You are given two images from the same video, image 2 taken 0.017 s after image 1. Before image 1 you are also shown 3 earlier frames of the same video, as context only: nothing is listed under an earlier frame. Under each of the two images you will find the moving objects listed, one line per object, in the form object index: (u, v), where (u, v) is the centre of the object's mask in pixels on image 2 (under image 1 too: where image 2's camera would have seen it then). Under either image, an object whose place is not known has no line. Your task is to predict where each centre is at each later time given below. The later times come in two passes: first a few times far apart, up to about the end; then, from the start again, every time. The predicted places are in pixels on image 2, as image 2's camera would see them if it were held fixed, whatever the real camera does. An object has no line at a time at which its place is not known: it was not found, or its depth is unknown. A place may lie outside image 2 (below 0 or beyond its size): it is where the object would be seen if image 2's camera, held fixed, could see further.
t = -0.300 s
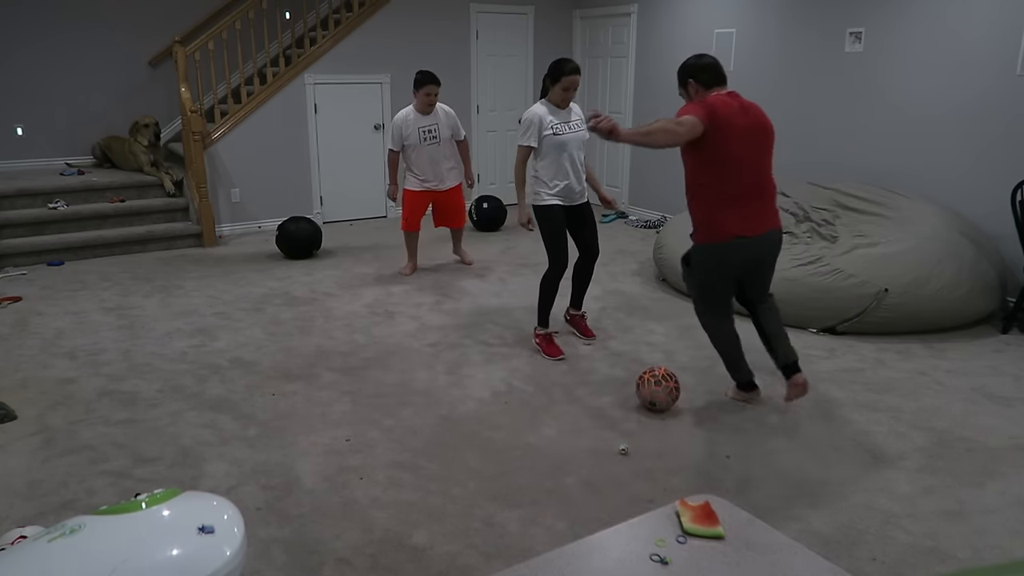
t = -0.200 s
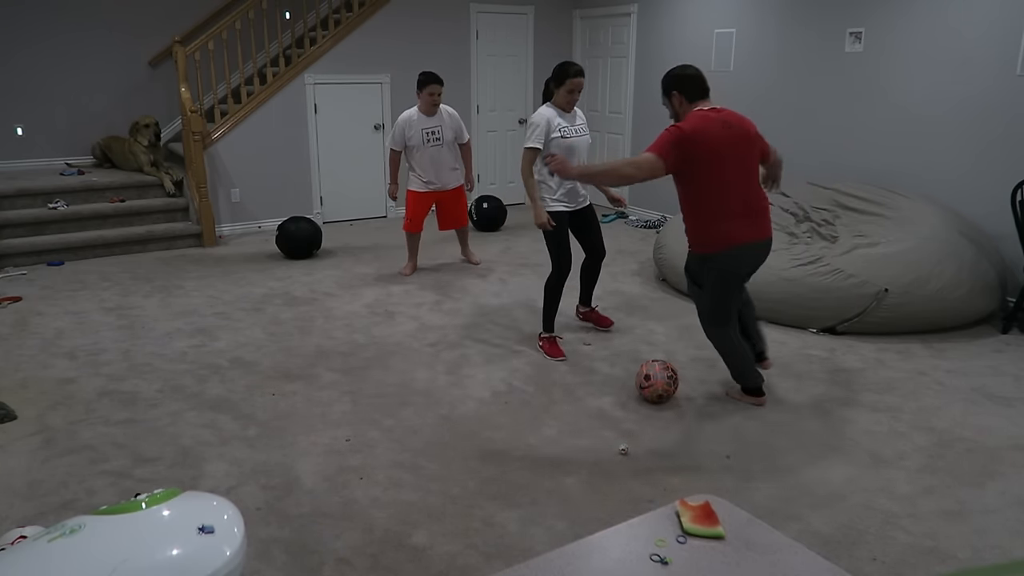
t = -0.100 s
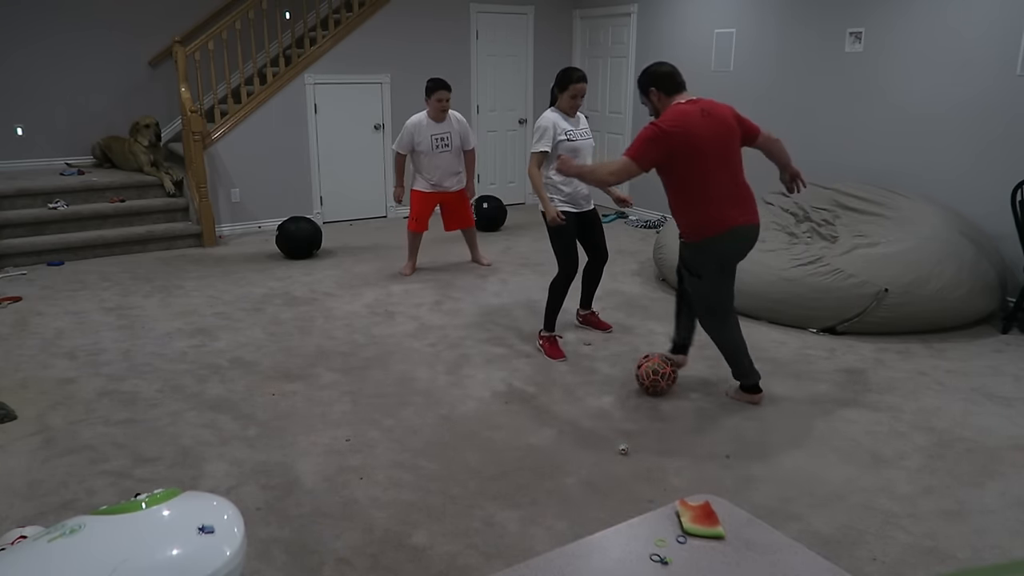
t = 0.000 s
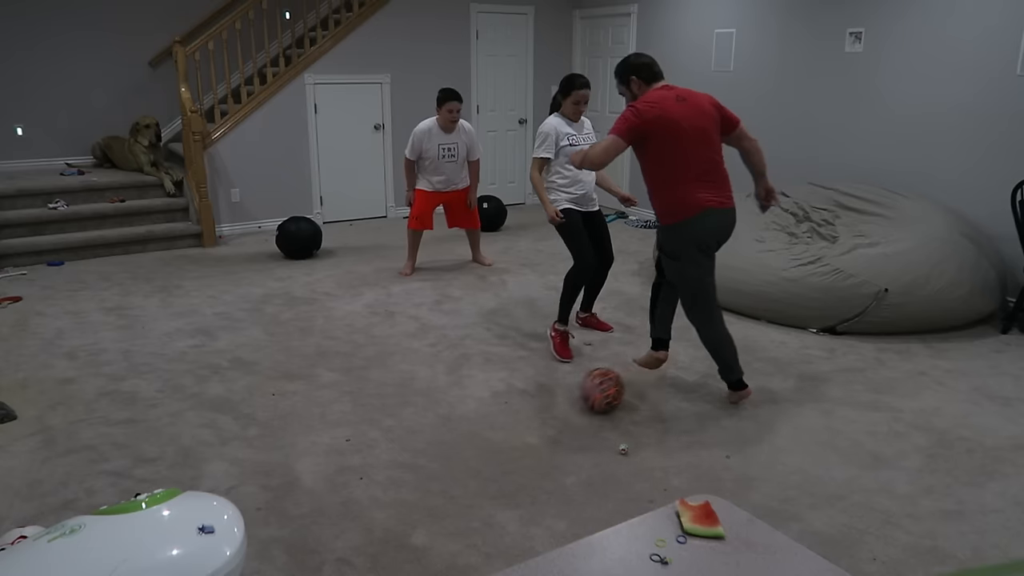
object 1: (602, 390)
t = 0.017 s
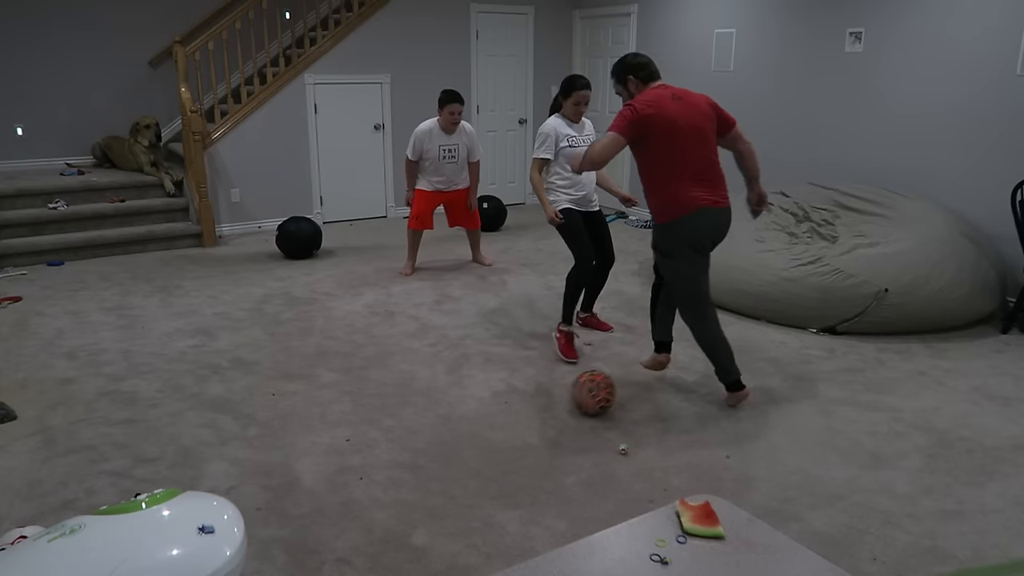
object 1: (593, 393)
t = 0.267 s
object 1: (460, 432)
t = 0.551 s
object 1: (289, 485)
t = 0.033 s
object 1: (585, 395)
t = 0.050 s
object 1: (576, 397)
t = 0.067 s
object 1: (567, 401)
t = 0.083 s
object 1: (558, 404)
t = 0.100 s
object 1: (548, 406)
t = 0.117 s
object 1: (539, 409)
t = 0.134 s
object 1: (530, 410)
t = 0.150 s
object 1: (521, 414)
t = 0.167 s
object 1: (512, 417)
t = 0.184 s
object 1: (503, 419)
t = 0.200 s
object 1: (495, 421)
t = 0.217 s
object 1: (486, 424)
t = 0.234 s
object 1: (478, 427)
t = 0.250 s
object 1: (469, 429)
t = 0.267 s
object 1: (460, 432)
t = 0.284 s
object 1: (451, 435)
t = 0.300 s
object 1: (441, 438)
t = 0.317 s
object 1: (433, 440)
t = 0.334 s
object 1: (423, 443)
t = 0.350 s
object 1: (414, 446)
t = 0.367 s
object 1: (404, 449)
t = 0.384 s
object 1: (394, 452)
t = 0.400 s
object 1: (384, 455)
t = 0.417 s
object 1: (374, 458)
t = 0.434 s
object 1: (364, 461)
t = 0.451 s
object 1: (354, 464)
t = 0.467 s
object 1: (344, 468)
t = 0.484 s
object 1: (333, 473)
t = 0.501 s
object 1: (322, 477)
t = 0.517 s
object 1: (311, 478)
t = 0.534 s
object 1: (301, 481)
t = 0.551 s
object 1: (289, 485)
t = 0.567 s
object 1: (278, 488)
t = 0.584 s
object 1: (267, 493)
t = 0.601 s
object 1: (258, 495)
